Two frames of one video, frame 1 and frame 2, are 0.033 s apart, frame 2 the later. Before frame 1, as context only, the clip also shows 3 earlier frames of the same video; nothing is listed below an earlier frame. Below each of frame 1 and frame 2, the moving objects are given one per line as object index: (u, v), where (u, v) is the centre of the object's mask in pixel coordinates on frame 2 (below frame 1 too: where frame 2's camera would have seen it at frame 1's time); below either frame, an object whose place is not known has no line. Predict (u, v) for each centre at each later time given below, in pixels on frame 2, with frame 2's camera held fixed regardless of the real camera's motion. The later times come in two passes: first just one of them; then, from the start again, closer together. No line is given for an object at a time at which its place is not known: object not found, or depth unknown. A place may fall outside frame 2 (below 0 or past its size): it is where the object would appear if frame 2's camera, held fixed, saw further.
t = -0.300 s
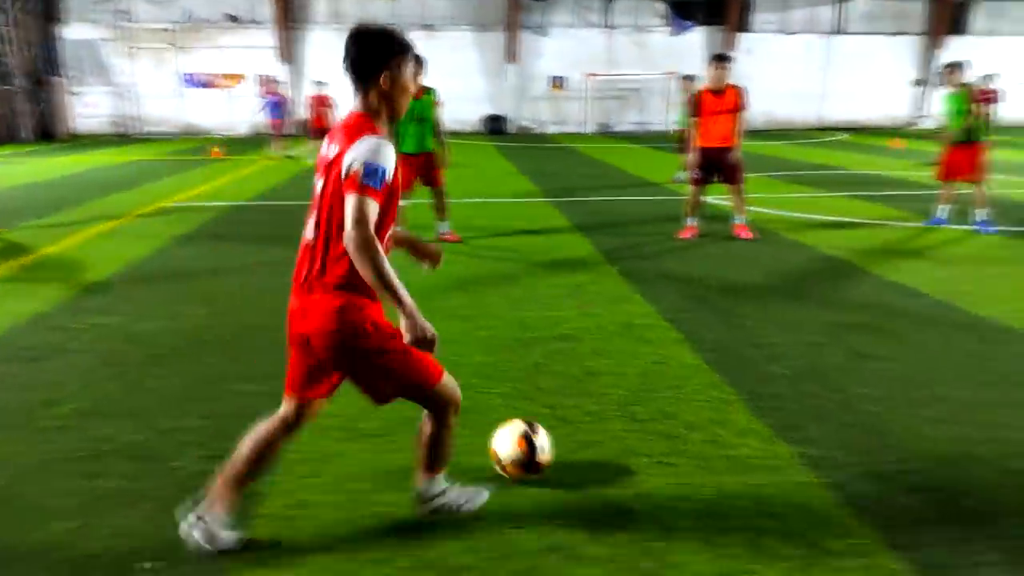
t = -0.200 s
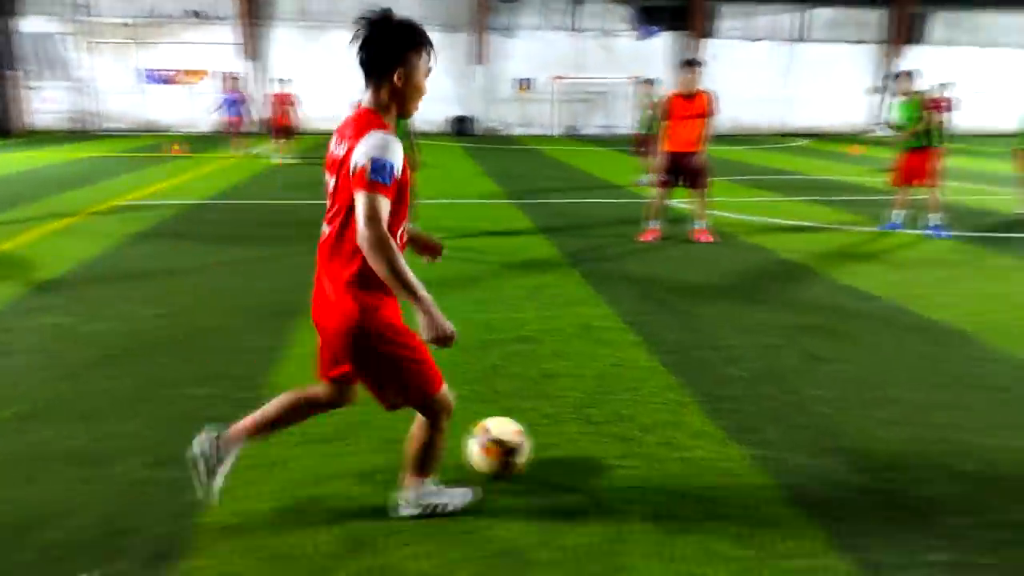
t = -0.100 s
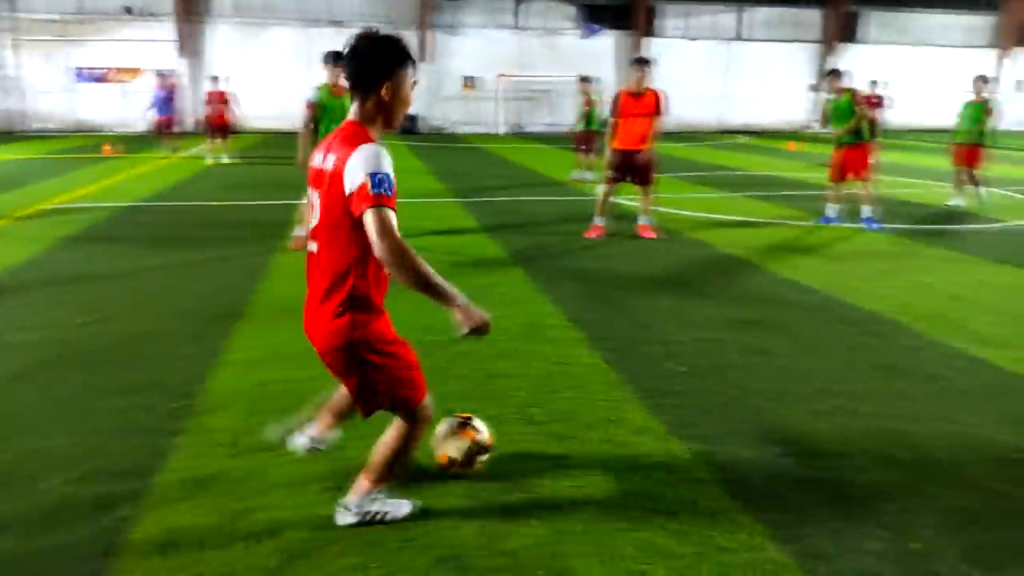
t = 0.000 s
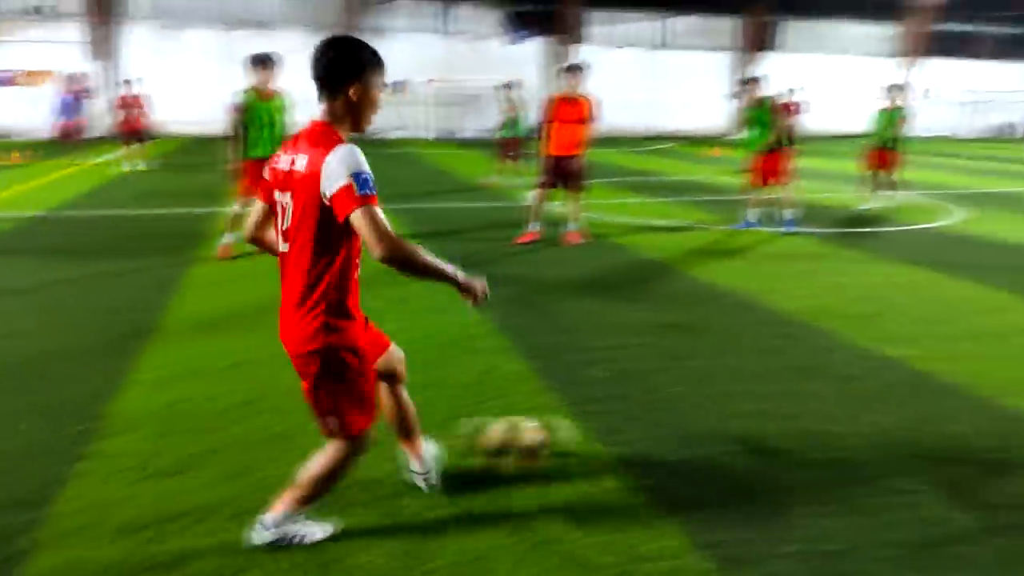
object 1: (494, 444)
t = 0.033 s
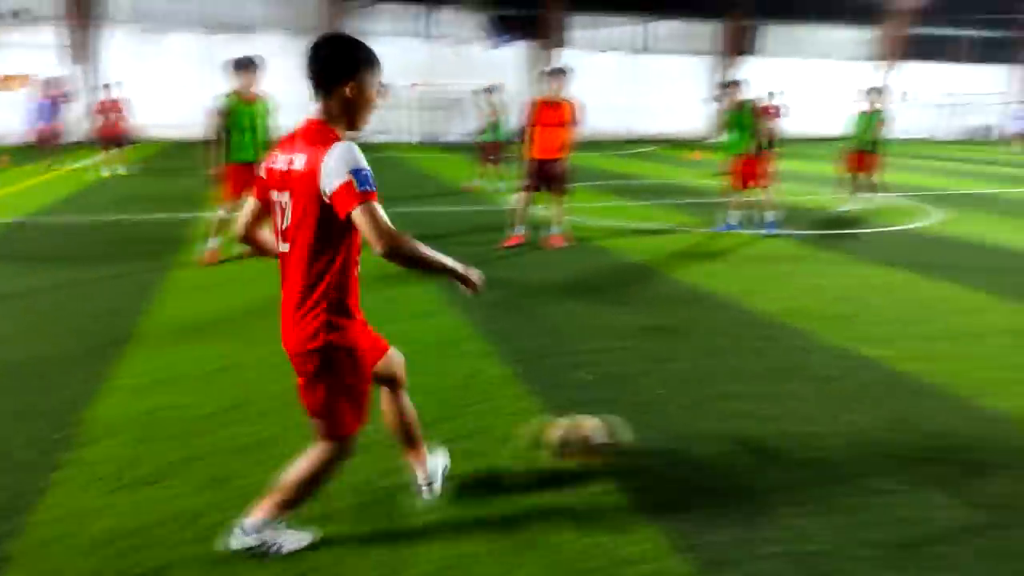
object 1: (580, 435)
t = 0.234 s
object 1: (943, 409)
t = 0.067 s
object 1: (645, 433)
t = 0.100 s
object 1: (714, 429)
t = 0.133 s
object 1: (776, 421)
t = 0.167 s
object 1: (834, 415)
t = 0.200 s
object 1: (889, 412)
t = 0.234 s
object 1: (943, 409)
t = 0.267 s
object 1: (994, 405)
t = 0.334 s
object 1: (1080, 392)
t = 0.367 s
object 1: (1118, 388)
